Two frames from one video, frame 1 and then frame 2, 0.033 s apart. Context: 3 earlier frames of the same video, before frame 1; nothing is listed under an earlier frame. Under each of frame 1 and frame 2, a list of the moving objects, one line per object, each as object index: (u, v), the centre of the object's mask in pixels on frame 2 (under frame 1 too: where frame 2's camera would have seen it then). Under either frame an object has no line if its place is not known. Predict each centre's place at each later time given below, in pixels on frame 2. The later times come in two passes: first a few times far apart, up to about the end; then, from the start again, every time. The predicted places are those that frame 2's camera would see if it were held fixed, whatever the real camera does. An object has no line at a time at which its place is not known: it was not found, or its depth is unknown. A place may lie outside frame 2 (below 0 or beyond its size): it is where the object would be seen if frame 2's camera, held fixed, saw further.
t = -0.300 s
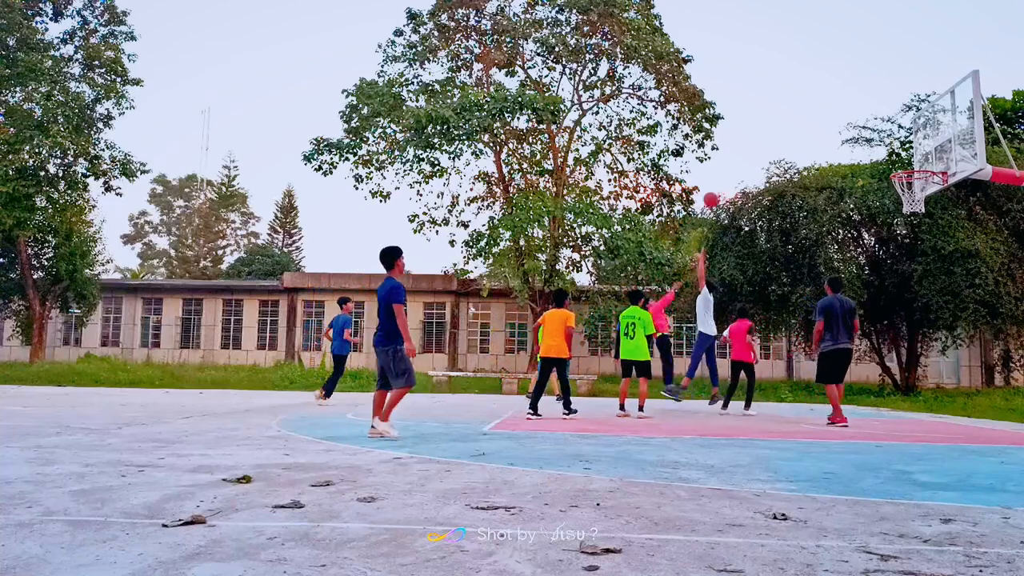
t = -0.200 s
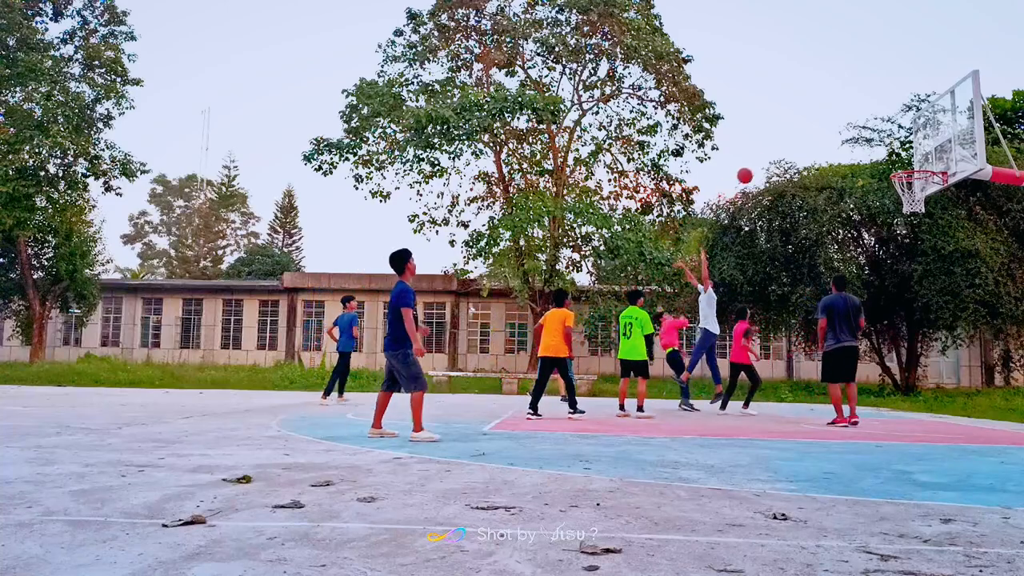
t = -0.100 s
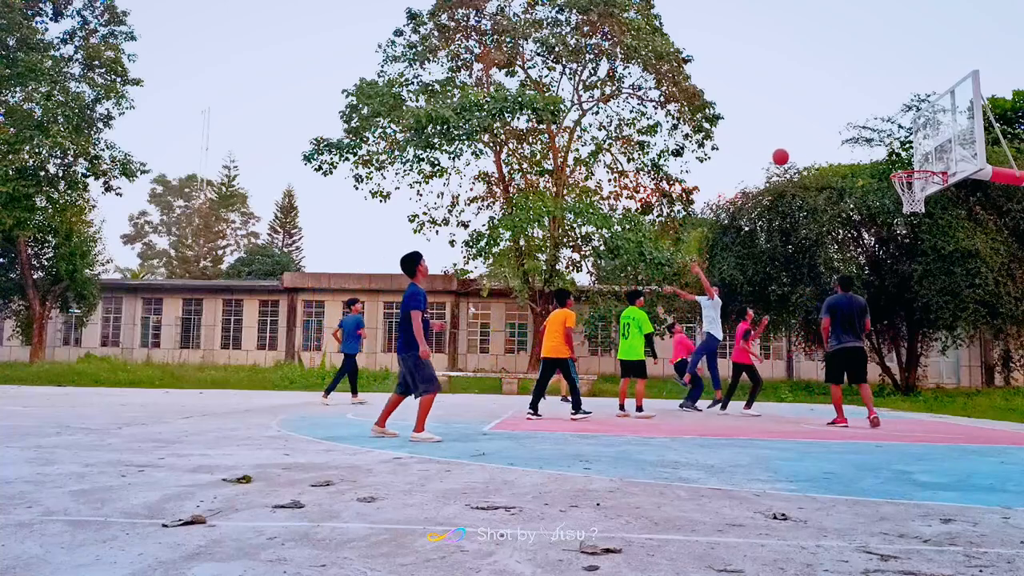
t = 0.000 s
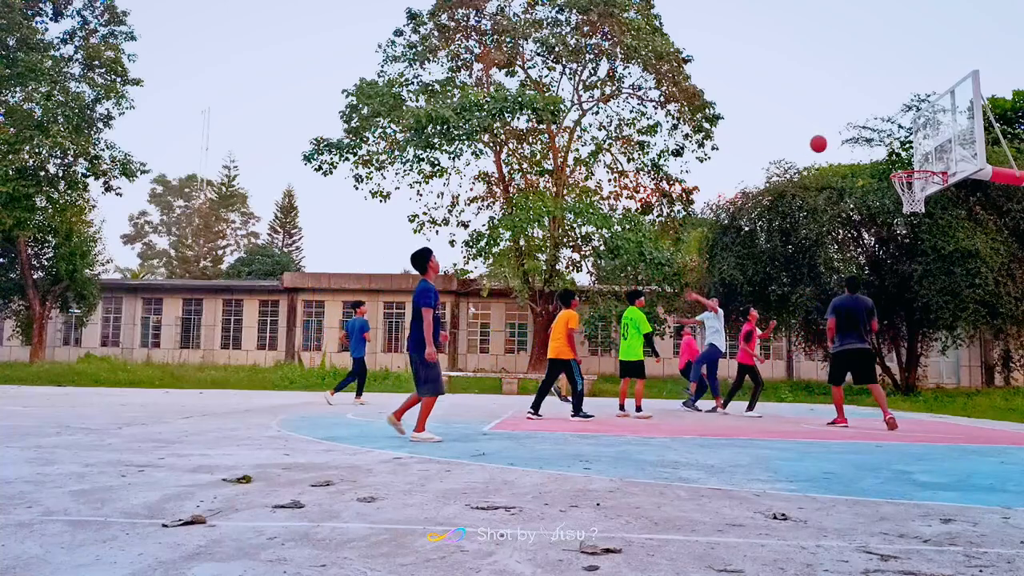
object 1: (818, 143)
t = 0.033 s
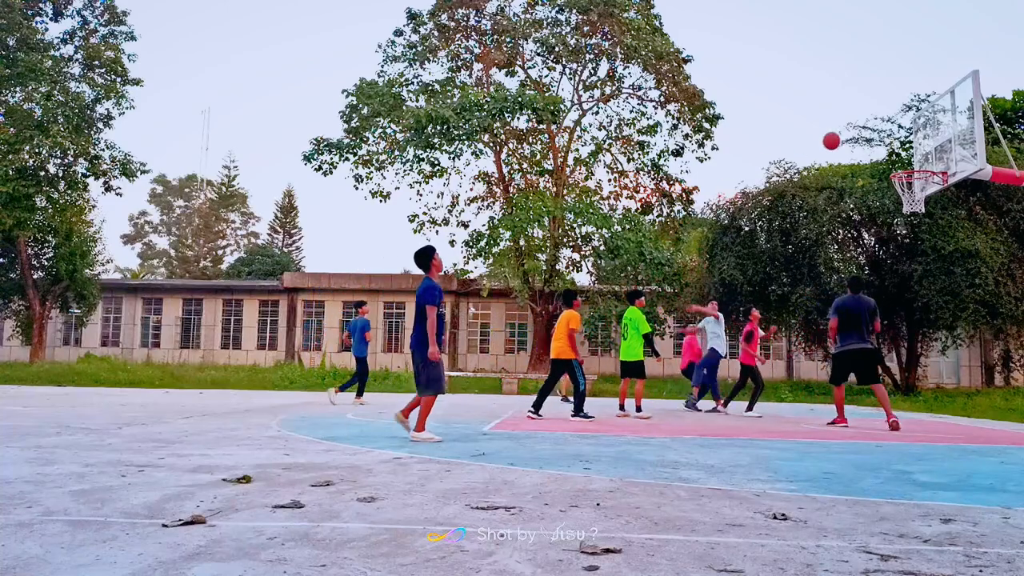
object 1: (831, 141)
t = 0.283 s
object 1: (924, 145)
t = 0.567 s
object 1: (868, 136)
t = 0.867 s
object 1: (809, 146)
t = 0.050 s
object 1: (838, 139)
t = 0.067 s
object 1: (845, 138)
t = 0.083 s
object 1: (852, 138)
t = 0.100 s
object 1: (858, 137)
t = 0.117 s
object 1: (865, 136)
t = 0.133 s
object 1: (872, 137)
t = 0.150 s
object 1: (879, 137)
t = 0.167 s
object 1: (886, 137)
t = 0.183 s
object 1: (894, 138)
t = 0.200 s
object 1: (901, 138)
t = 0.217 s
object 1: (908, 140)
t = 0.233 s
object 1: (916, 140)
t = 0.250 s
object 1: (923, 142)
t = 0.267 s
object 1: (927, 144)
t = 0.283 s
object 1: (924, 145)
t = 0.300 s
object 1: (921, 147)
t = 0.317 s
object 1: (917, 150)
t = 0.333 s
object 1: (915, 152)
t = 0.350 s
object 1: (911, 155)
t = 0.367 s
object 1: (908, 158)
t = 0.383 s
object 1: (905, 162)
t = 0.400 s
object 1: (902, 162)
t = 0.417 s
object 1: (899, 159)
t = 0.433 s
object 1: (896, 155)
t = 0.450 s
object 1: (892, 152)
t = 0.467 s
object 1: (889, 149)
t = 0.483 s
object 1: (885, 146)
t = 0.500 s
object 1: (882, 144)
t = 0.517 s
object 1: (879, 141)
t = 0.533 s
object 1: (875, 139)
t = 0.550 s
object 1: (872, 137)
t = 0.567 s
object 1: (868, 136)
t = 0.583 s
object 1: (865, 134)
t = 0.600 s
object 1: (862, 133)
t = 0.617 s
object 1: (859, 132)
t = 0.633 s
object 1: (855, 131)
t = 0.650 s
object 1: (852, 131)
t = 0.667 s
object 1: (849, 131)
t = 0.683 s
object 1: (846, 131)
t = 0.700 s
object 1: (843, 131)
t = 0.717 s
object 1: (839, 131)
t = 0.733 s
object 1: (836, 132)
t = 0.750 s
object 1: (832, 133)
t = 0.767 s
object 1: (829, 134)
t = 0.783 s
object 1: (826, 136)
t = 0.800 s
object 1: (822, 137)
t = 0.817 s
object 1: (819, 139)
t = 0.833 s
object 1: (816, 141)
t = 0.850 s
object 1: (812, 143)
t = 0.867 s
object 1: (809, 146)
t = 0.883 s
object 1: (806, 149)
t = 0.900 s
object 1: (802, 152)
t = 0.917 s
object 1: (799, 155)
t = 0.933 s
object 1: (796, 159)
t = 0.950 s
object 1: (792, 163)
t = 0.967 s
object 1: (789, 167)
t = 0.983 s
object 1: (786, 171)
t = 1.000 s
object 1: (783, 177)
